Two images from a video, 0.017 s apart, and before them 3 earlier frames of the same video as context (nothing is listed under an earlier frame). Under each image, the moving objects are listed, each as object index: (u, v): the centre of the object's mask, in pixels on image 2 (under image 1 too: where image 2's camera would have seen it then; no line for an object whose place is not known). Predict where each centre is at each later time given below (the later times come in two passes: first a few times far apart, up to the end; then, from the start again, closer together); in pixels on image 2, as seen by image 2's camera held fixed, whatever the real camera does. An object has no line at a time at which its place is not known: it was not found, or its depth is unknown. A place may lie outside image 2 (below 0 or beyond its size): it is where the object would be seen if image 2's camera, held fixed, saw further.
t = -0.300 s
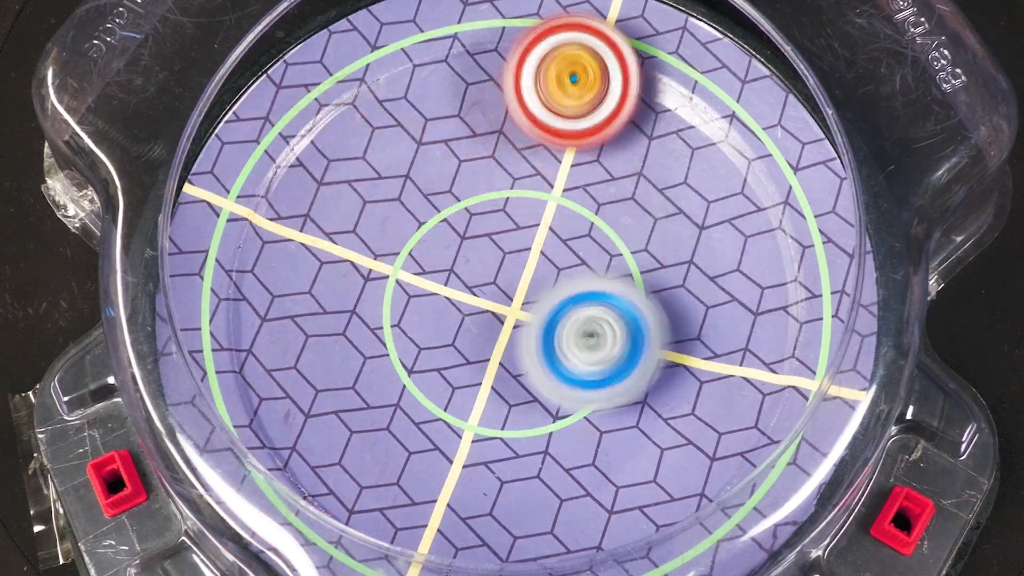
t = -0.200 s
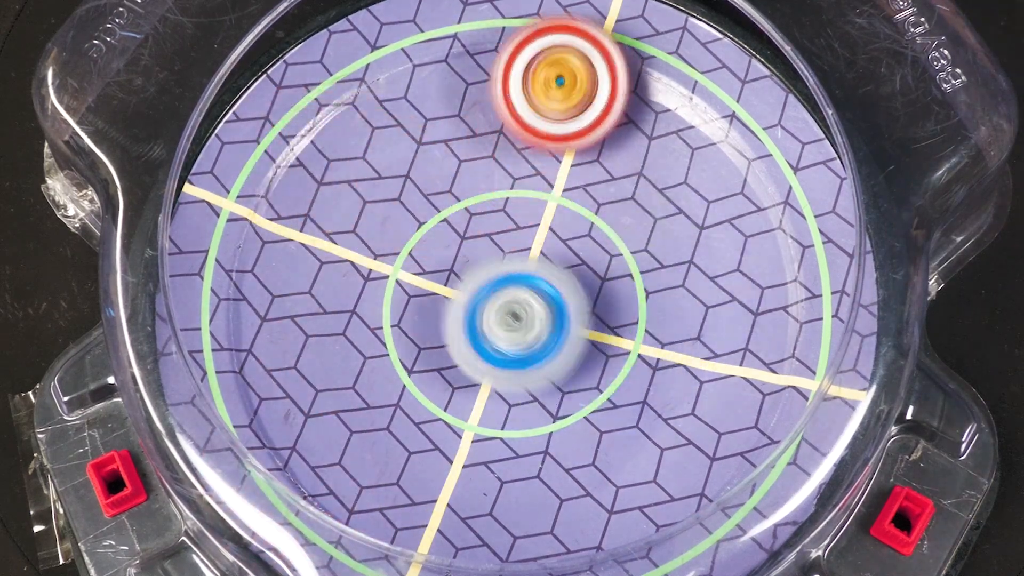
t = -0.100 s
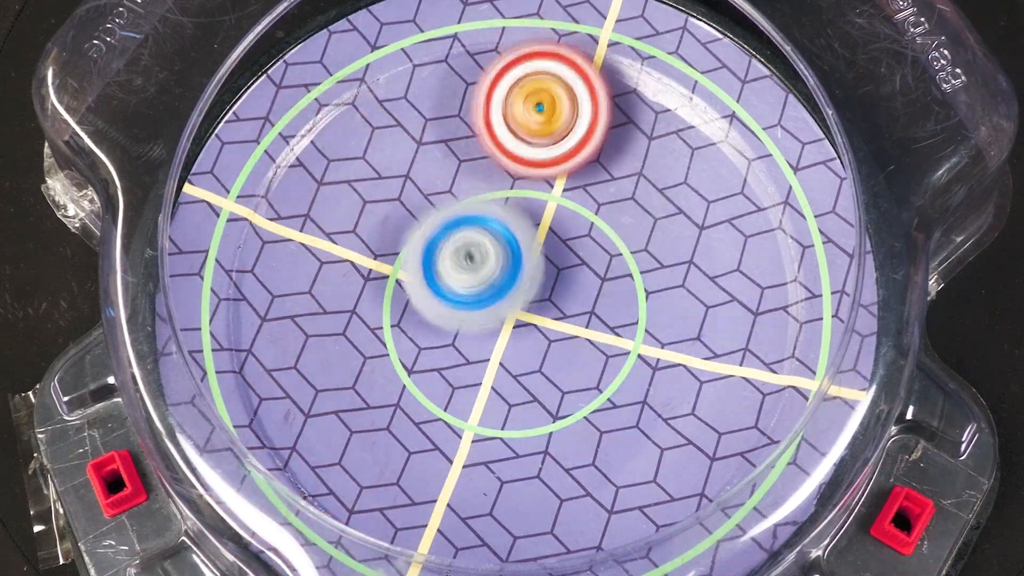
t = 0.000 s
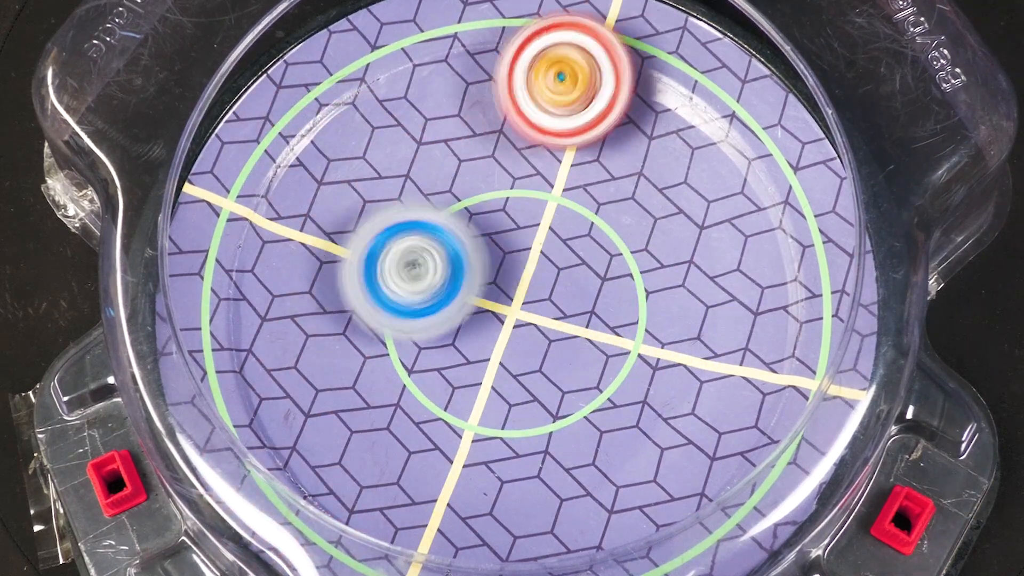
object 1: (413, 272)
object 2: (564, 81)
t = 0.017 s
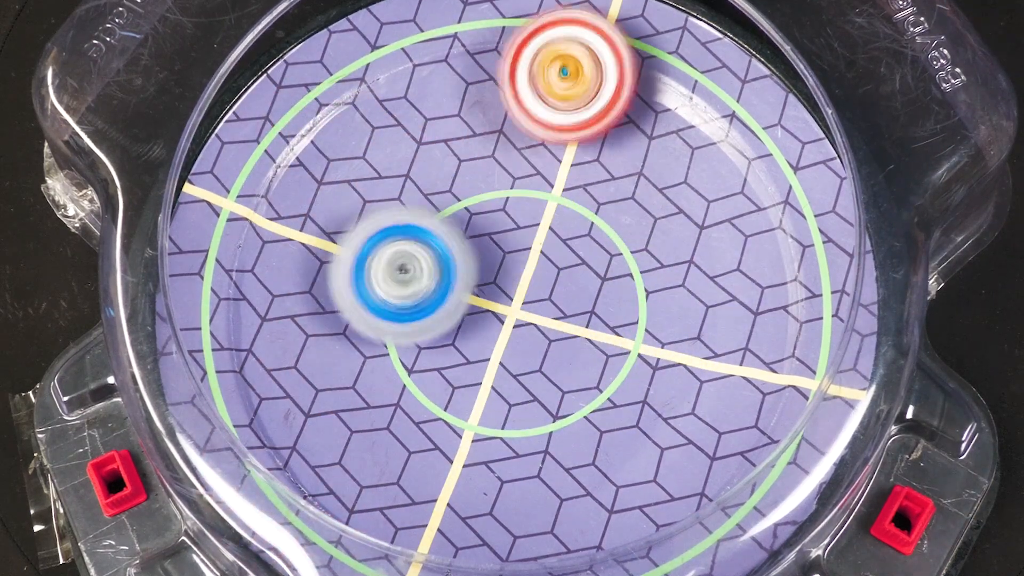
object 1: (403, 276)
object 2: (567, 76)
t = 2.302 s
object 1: (437, 280)
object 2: (338, 156)
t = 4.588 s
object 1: (467, 284)
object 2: (510, 429)
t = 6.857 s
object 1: (484, 319)
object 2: (619, 399)
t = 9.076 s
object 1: (485, 337)
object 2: (696, 230)
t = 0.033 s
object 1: (394, 279)
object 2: (571, 74)
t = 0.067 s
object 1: (377, 279)
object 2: (577, 76)
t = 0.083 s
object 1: (370, 278)
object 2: (578, 80)
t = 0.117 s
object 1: (358, 272)
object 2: (580, 88)
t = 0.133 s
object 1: (353, 267)
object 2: (580, 94)
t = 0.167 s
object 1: (346, 254)
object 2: (579, 105)
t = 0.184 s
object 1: (342, 247)
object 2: (578, 112)
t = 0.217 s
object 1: (339, 229)
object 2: (577, 125)
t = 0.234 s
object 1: (338, 220)
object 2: (577, 131)
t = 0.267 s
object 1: (343, 199)
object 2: (576, 148)
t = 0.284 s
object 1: (349, 191)
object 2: (576, 157)
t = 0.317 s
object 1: (362, 176)
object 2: (578, 179)
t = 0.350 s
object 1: (380, 165)
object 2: (583, 205)
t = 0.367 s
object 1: (390, 161)
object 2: (586, 219)
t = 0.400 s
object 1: (417, 158)
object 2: (592, 247)
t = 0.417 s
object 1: (431, 160)
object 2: (598, 262)
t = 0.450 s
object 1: (456, 168)
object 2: (609, 291)
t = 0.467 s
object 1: (469, 175)
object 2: (615, 306)
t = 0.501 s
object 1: (490, 190)
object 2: (634, 332)
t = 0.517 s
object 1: (502, 201)
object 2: (645, 344)
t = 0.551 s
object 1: (520, 224)
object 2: (668, 364)
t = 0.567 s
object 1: (526, 237)
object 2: (679, 374)
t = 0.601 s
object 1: (538, 261)
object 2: (701, 390)
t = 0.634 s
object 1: (542, 291)
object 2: (720, 399)
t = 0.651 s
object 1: (544, 303)
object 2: (726, 402)
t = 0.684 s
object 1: (543, 331)
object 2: (735, 401)
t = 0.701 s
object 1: (541, 343)
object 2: (737, 401)
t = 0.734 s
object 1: (532, 366)
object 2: (740, 400)
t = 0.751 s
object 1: (527, 378)
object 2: (741, 399)
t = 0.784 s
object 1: (512, 398)
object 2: (740, 397)
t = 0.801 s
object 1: (504, 406)
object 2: (739, 395)
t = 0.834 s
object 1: (485, 421)
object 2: (735, 393)
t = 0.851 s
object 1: (473, 428)
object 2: (732, 390)
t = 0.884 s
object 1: (450, 435)
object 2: (722, 386)
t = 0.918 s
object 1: (425, 438)
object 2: (709, 377)
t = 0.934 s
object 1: (415, 436)
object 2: (702, 374)
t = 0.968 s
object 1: (389, 432)
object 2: (686, 365)
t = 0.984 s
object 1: (380, 428)
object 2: (678, 363)
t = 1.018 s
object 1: (359, 413)
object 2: (663, 354)
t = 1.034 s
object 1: (352, 405)
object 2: (653, 351)
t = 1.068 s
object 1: (340, 383)
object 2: (638, 344)
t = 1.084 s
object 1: (338, 372)
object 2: (627, 340)
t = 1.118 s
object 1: (337, 348)
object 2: (608, 337)
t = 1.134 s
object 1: (338, 337)
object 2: (597, 336)
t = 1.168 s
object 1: (348, 313)
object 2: (574, 340)
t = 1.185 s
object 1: (355, 302)
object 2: (561, 343)
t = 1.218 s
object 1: (375, 279)
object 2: (533, 350)
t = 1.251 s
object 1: (398, 264)
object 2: (502, 360)
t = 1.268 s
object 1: (411, 258)
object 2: (491, 366)
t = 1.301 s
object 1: (436, 243)
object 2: (466, 382)
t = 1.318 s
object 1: (447, 229)
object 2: (458, 400)
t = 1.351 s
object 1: (466, 210)
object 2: (446, 424)
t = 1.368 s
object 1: (475, 201)
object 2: (440, 434)
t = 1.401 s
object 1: (502, 190)
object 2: (433, 447)
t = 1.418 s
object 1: (513, 187)
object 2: (429, 451)
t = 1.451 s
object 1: (541, 182)
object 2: (426, 456)
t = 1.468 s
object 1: (555, 183)
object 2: (425, 457)
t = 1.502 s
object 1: (582, 183)
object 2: (426, 457)
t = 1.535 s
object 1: (607, 188)
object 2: (427, 455)
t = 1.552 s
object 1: (619, 192)
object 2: (429, 453)
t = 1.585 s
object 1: (641, 201)
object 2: (431, 448)
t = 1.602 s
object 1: (652, 207)
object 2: (433, 445)
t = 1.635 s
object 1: (671, 223)
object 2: (436, 438)
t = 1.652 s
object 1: (678, 229)
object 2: (439, 434)
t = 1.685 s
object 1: (694, 249)
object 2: (441, 425)
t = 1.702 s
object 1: (699, 260)
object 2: (444, 422)
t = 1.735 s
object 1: (708, 281)
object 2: (447, 412)
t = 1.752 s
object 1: (711, 293)
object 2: (449, 408)
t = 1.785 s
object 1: (711, 317)
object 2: (453, 398)
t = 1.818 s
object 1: (704, 341)
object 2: (455, 389)
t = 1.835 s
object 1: (700, 352)
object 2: (456, 384)
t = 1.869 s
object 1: (685, 374)
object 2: (456, 374)
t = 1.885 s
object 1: (676, 382)
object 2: (456, 369)
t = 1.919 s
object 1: (652, 400)
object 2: (454, 356)
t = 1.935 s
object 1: (639, 404)
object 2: (453, 347)
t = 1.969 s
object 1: (612, 413)
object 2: (449, 331)
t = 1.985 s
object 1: (598, 414)
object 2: (446, 322)
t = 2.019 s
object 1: (569, 413)
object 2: (438, 303)
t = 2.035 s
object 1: (556, 411)
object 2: (435, 294)
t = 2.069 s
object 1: (527, 404)
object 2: (425, 273)
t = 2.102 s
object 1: (503, 391)
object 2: (414, 252)
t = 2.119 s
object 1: (490, 383)
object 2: (410, 242)
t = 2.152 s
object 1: (471, 367)
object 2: (395, 224)
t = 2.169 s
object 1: (461, 356)
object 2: (390, 215)
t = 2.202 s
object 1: (446, 334)
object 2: (375, 199)
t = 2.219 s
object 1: (439, 323)
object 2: (372, 193)
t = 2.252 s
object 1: (436, 306)
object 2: (356, 177)
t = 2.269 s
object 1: (435, 299)
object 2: (351, 168)
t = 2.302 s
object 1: (437, 280)
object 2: (338, 156)
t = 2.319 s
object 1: (437, 270)
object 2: (335, 152)
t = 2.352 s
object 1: (442, 250)
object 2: (326, 147)
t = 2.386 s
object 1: (451, 231)
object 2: (324, 144)
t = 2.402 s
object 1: (457, 223)
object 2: (322, 144)
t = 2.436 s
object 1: (470, 207)
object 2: (323, 145)
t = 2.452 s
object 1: (477, 201)
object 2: (323, 146)
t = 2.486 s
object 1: (495, 191)
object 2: (328, 149)
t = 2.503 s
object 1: (506, 187)
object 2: (330, 152)
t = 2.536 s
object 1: (527, 183)
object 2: (338, 157)
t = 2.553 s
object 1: (538, 183)
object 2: (341, 160)
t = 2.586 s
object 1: (560, 185)
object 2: (350, 167)
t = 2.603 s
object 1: (571, 188)
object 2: (355, 172)
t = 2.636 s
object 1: (590, 198)
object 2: (366, 179)
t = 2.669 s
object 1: (605, 211)
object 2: (378, 188)
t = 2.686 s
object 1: (613, 220)
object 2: (384, 191)
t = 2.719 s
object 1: (623, 238)
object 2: (397, 198)
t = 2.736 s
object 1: (627, 248)
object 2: (403, 201)
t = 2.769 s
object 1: (630, 268)
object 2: (418, 209)
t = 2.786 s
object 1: (630, 279)
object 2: (426, 210)
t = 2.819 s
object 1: (622, 302)
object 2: (445, 215)
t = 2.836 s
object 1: (618, 311)
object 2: (456, 215)
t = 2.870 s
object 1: (603, 331)
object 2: (479, 216)
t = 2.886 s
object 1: (596, 337)
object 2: (490, 215)
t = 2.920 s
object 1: (577, 351)
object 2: (517, 212)
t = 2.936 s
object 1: (567, 355)
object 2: (529, 209)
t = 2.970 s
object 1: (542, 364)
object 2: (557, 202)
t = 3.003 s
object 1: (518, 366)
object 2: (584, 193)
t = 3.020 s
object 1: (507, 366)
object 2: (596, 187)
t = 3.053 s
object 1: (483, 362)
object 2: (618, 177)
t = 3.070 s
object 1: (473, 359)
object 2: (628, 171)
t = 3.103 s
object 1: (453, 348)
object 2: (645, 161)
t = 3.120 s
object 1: (444, 341)
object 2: (651, 155)
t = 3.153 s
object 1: (427, 326)
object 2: (663, 147)
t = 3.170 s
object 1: (421, 318)
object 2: (666, 143)
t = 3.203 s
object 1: (411, 300)
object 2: (673, 138)
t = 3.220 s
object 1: (408, 290)
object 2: (673, 137)
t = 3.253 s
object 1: (404, 271)
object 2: (674, 134)
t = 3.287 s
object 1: (405, 251)
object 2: (672, 135)
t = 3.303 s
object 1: (408, 241)
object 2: (670, 136)
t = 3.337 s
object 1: (416, 222)
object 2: (666, 140)
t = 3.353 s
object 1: (421, 214)
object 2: (663, 142)
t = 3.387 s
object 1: (435, 199)
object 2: (656, 149)
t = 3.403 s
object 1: (442, 193)
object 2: (651, 153)
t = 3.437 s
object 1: (461, 182)
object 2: (644, 162)
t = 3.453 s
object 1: (472, 178)
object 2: (639, 167)
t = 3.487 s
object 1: (488, 174)
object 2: (636, 178)
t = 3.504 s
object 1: (476, 174)
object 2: (659, 182)
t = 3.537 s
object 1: (452, 172)
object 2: (705, 195)
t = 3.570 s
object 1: (436, 173)
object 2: (740, 207)
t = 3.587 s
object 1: (431, 173)
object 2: (753, 212)
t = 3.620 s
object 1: (426, 173)
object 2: (771, 216)
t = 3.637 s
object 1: (426, 172)
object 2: (775, 218)
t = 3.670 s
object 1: (429, 171)
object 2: (775, 218)
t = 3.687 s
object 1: (432, 170)
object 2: (774, 217)
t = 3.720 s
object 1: (439, 170)
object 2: (765, 217)
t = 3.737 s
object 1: (444, 170)
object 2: (758, 217)
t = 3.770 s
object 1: (452, 175)
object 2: (747, 221)
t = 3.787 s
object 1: (457, 178)
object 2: (741, 226)
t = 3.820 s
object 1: (467, 188)
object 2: (730, 237)
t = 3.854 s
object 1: (474, 201)
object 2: (719, 252)
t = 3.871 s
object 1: (476, 209)
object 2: (713, 260)
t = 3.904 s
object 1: (480, 226)
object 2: (702, 280)
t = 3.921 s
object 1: (481, 234)
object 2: (698, 291)
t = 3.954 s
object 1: (480, 255)
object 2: (690, 315)
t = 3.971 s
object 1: (478, 264)
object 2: (687, 327)
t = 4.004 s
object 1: (472, 280)
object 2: (679, 353)
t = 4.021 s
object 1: (467, 290)
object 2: (677, 366)
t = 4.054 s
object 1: (459, 304)
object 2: (673, 392)
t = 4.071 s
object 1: (454, 310)
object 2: (670, 404)
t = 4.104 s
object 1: (441, 323)
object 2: (665, 428)
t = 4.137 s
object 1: (427, 332)
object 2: (662, 447)
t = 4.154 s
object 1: (422, 335)
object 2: (659, 455)
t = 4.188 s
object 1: (408, 342)
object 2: (653, 467)
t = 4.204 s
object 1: (402, 343)
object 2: (650, 472)
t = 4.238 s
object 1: (387, 344)
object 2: (646, 481)
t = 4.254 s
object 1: (380, 343)
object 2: (645, 484)
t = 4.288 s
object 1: (370, 337)
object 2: (636, 486)
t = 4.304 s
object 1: (364, 332)
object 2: (633, 485)
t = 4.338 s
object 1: (360, 322)
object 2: (626, 482)
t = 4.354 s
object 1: (359, 315)
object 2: (621, 480)
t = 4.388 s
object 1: (363, 303)
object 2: (614, 475)
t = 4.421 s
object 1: (373, 292)
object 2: (603, 466)
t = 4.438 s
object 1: (380, 287)
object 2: (596, 463)
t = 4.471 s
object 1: (398, 280)
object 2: (582, 453)
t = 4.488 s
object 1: (407, 278)
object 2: (576, 448)
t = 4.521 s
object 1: (429, 277)
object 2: (558, 440)
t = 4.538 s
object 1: (439, 278)
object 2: (548, 436)
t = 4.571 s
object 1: (458, 281)
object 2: (524, 430)
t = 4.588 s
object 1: (467, 284)
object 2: (510, 429)
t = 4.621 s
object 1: (488, 292)
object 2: (484, 424)
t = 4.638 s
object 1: (496, 292)
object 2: (475, 427)
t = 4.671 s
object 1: (512, 288)
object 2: (452, 429)
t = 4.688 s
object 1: (521, 288)
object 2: (441, 427)
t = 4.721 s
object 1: (539, 289)
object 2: (421, 423)
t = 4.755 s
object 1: (555, 294)
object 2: (401, 418)
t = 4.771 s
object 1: (563, 297)
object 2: (392, 414)
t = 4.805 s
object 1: (578, 305)
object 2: (378, 408)
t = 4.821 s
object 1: (584, 311)
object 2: (368, 406)
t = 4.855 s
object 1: (595, 321)
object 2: (355, 398)
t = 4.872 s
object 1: (598, 327)
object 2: (350, 393)
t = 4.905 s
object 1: (605, 341)
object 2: (339, 386)
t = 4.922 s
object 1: (607, 347)
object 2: (334, 381)
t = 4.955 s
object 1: (606, 361)
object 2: (328, 373)
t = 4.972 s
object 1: (605, 369)
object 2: (327, 370)
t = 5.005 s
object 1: (598, 379)
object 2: (324, 362)
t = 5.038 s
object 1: (586, 387)
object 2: (324, 353)
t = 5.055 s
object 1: (579, 391)
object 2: (326, 349)
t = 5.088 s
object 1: (565, 394)
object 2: (328, 339)
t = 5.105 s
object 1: (558, 391)
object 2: (329, 333)
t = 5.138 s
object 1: (541, 386)
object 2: (332, 322)
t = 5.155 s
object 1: (534, 382)
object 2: (333, 316)
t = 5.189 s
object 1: (521, 370)
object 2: (336, 301)
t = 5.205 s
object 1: (516, 364)
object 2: (339, 294)
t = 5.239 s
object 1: (509, 347)
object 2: (342, 279)
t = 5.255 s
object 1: (506, 339)
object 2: (342, 271)
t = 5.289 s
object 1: (503, 320)
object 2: (346, 255)
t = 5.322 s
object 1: (503, 302)
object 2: (351, 238)
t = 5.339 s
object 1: (505, 293)
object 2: (355, 230)
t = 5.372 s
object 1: (510, 275)
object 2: (361, 213)
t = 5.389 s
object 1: (515, 268)
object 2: (364, 205)
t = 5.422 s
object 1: (523, 253)
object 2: (370, 190)
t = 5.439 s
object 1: (527, 246)
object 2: (372, 185)
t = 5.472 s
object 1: (539, 235)
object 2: (379, 169)
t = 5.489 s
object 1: (546, 230)
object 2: (384, 163)
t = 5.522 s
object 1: (560, 220)
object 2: (392, 152)
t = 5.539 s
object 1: (568, 217)
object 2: (394, 146)
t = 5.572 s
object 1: (582, 212)
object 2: (403, 138)
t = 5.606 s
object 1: (597, 212)
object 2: (413, 131)
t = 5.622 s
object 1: (604, 213)
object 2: (419, 130)
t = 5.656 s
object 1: (618, 217)
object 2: (429, 125)
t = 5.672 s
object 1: (624, 219)
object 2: (434, 122)
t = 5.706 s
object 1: (632, 229)
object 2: (444, 121)
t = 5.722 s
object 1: (637, 236)
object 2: (448, 122)
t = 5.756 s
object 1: (641, 249)
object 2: (459, 123)
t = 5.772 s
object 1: (640, 257)
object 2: (466, 123)
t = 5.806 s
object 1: (635, 271)
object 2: (477, 124)
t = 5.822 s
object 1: (631, 277)
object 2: (482, 125)
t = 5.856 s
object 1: (617, 292)
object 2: (495, 127)
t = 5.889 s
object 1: (601, 302)
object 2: (509, 129)
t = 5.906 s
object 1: (594, 304)
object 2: (517, 132)
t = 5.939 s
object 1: (574, 308)
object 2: (532, 136)
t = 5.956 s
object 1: (564, 309)
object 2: (539, 136)
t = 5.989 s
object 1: (544, 310)
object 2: (556, 140)
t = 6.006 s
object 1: (534, 308)
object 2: (563, 143)
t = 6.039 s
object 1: (515, 301)
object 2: (578, 148)
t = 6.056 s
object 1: (507, 297)
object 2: (587, 149)
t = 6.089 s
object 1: (491, 289)
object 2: (602, 155)
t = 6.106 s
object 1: (483, 284)
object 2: (608, 160)
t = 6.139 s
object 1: (470, 274)
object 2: (622, 166)
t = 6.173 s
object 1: (458, 260)
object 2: (636, 173)
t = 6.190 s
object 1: (454, 254)
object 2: (643, 175)
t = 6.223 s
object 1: (448, 240)
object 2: (653, 184)
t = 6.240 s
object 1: (447, 232)
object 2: (656, 188)
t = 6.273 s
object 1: (444, 217)
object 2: (665, 198)
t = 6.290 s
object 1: (443, 210)
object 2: (671, 202)
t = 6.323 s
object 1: (446, 197)
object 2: (678, 212)
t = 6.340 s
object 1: (449, 190)
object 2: (679, 217)
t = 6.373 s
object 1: (458, 179)
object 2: (683, 228)
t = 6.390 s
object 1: (463, 175)
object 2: (685, 233)
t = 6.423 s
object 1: (476, 169)
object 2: (688, 244)
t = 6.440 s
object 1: (483, 167)
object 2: (686, 249)
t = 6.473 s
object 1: (496, 167)
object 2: (686, 259)
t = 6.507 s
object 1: (511, 174)
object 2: (684, 270)
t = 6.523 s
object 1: (518, 178)
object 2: (684, 275)
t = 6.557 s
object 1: (530, 190)
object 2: (680, 285)
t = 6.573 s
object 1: (535, 198)
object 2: (675, 290)
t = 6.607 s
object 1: (543, 214)
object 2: (669, 301)
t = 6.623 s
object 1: (543, 222)
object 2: (667, 307)
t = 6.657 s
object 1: (544, 240)
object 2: (662, 320)
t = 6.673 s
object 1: (543, 248)
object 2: (659, 327)
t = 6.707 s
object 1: (537, 261)
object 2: (654, 341)
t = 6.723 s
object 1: (532, 270)
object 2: (653, 349)
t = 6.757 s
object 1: (524, 286)
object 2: (645, 362)
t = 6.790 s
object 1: (512, 298)
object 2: (637, 374)
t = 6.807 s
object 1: (505, 303)
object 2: (631, 380)
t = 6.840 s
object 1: (491, 314)
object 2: (622, 392)
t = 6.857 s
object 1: (484, 319)
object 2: (619, 399)
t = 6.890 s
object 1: (469, 326)
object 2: (609, 408)
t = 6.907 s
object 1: (462, 328)
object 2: (602, 411)
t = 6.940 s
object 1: (447, 330)
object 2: (592, 417)
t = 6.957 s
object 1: (440, 330)
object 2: (588, 421)
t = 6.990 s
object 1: (425, 328)
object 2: (576, 426)
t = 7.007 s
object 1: (418, 327)
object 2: (569, 428)
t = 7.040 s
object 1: (404, 324)
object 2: (558, 430)
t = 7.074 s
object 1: (394, 316)
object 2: (547, 431)
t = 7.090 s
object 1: (391, 311)
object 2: (543, 431)
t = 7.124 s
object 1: (386, 299)
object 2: (531, 431)
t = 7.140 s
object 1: (386, 294)
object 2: (524, 431)
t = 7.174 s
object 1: (389, 282)
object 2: (511, 429)
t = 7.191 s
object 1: (392, 276)
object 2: (506, 425)
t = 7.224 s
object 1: (402, 266)
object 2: (494, 421)
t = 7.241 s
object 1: (408, 263)
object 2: (488, 420)
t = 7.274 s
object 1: (422, 257)
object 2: (476, 413)
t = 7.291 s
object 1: (429, 254)
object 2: (469, 408)
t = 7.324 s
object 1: (445, 252)
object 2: (456, 401)
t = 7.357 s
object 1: (460, 252)
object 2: (443, 393)
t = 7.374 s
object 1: (471, 254)
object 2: (438, 388)
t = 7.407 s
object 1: (488, 259)
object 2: (421, 382)
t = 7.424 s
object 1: (500, 251)
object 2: (407, 393)
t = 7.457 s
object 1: (524, 235)
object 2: (385, 410)
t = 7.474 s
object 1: (535, 229)
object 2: (377, 415)
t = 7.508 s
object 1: (557, 223)
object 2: (366, 421)
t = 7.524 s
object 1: (567, 223)
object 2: (362, 423)
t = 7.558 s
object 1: (584, 226)
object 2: (361, 421)
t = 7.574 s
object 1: (592, 229)
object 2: (362, 420)
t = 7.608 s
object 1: (607, 236)
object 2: (363, 416)
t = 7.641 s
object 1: (621, 246)
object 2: (366, 412)
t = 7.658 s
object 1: (628, 250)
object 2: (369, 410)
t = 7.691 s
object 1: (640, 263)
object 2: (373, 404)
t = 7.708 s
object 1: (643, 270)
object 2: (375, 401)
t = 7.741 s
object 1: (651, 283)
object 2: (380, 394)
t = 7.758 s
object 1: (653, 292)
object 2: (384, 390)
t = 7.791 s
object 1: (654, 308)
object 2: (389, 379)
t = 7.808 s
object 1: (653, 316)
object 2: (390, 373)
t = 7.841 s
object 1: (648, 332)
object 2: (397, 357)
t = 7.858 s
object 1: (645, 340)
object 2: (400, 347)
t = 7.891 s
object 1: (634, 354)
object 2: (404, 327)
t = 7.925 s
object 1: (620, 364)
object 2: (410, 304)
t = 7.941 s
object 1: (612, 367)
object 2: (414, 292)
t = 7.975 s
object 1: (594, 374)
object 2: (417, 267)
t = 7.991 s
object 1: (585, 376)
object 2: (417, 255)
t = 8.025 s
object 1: (568, 377)
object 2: (421, 231)
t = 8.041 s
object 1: (557, 375)
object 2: (423, 219)
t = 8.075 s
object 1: (539, 370)
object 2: (425, 199)
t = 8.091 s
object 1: (529, 368)
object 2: (427, 191)
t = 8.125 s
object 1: (512, 360)
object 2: (430, 171)
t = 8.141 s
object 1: (505, 354)
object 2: (430, 162)
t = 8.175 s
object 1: (492, 341)
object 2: (433, 147)
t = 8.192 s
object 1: (485, 335)
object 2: (437, 141)
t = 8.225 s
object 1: (474, 321)
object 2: (440, 132)
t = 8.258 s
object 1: (465, 306)
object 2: (444, 127)
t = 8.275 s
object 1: (463, 298)
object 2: (447, 126)
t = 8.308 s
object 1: (457, 283)
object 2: (452, 124)
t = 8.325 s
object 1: (454, 275)
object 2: (453, 125)
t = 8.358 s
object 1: (452, 265)
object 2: (459, 121)
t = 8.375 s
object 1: (452, 268)
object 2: (462, 107)
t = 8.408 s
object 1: (452, 272)
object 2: (468, 87)
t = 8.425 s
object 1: (452, 273)
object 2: (472, 80)
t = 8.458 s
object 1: (452, 270)
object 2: (478, 68)
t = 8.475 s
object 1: (453, 266)
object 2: (482, 64)
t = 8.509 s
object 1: (454, 258)
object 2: (488, 60)
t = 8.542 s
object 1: (459, 250)
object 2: (496, 59)
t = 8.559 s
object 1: (461, 247)
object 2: (500, 59)
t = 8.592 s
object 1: (469, 241)
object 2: (505, 62)
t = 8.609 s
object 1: (475, 239)
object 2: (508, 65)
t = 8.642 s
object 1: (484, 237)
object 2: (514, 72)
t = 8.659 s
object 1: (489, 237)
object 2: (516, 76)
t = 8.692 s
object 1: (500, 238)
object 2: (521, 87)
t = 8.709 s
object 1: (504, 241)
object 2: (526, 93)
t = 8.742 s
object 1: (513, 244)
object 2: (534, 106)
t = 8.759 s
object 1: (517, 250)
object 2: (542, 111)
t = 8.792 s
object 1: (521, 261)
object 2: (560, 120)
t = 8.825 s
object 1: (524, 273)
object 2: (579, 129)
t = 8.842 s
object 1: (524, 278)
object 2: (586, 134)
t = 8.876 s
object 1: (524, 290)
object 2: (605, 147)
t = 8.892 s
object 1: (523, 296)
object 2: (614, 151)
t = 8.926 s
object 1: (520, 307)
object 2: (631, 165)
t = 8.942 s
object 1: (518, 311)
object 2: (641, 172)
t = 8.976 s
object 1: (512, 321)
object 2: (656, 185)
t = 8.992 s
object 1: (507, 325)
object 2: (663, 193)
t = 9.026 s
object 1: (498, 332)
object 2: (678, 208)
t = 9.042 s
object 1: (494, 334)
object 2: (684, 215)
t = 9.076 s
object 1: (485, 337)
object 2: (696, 230)
